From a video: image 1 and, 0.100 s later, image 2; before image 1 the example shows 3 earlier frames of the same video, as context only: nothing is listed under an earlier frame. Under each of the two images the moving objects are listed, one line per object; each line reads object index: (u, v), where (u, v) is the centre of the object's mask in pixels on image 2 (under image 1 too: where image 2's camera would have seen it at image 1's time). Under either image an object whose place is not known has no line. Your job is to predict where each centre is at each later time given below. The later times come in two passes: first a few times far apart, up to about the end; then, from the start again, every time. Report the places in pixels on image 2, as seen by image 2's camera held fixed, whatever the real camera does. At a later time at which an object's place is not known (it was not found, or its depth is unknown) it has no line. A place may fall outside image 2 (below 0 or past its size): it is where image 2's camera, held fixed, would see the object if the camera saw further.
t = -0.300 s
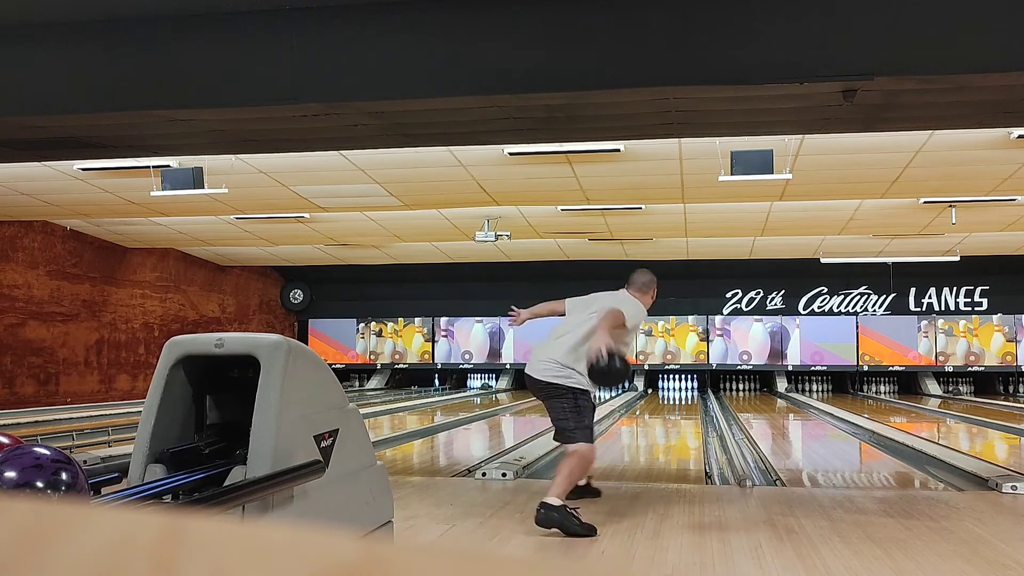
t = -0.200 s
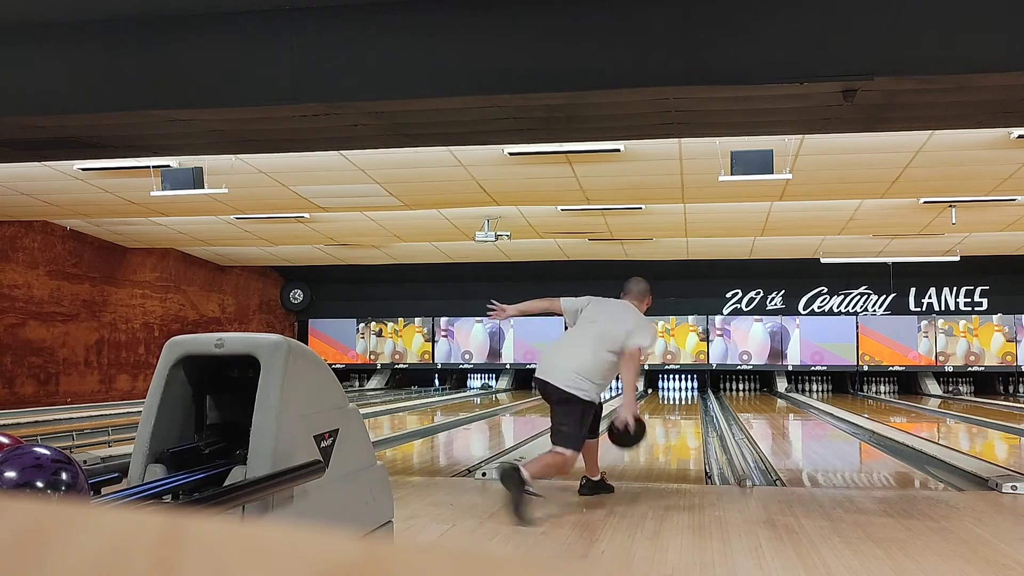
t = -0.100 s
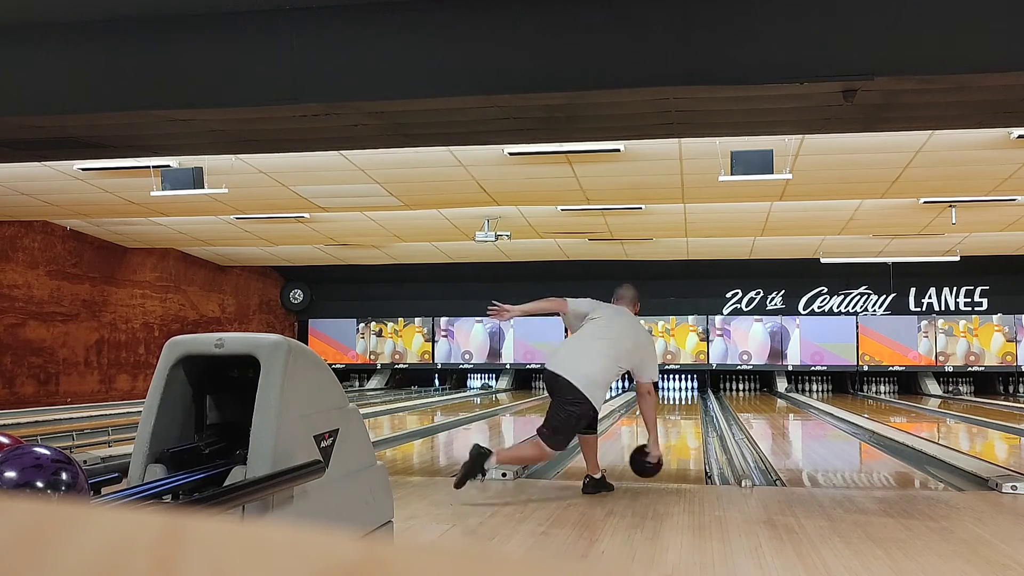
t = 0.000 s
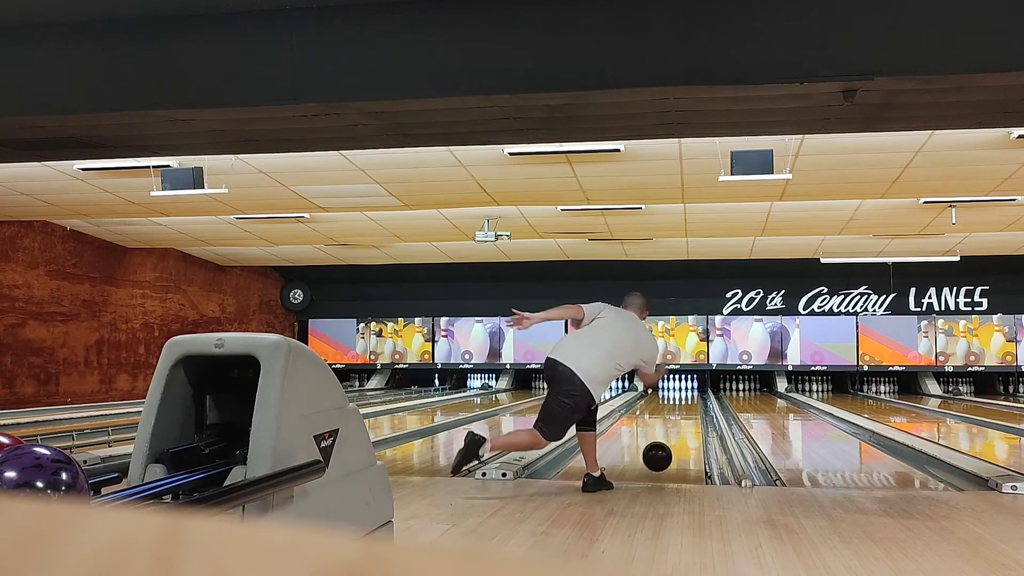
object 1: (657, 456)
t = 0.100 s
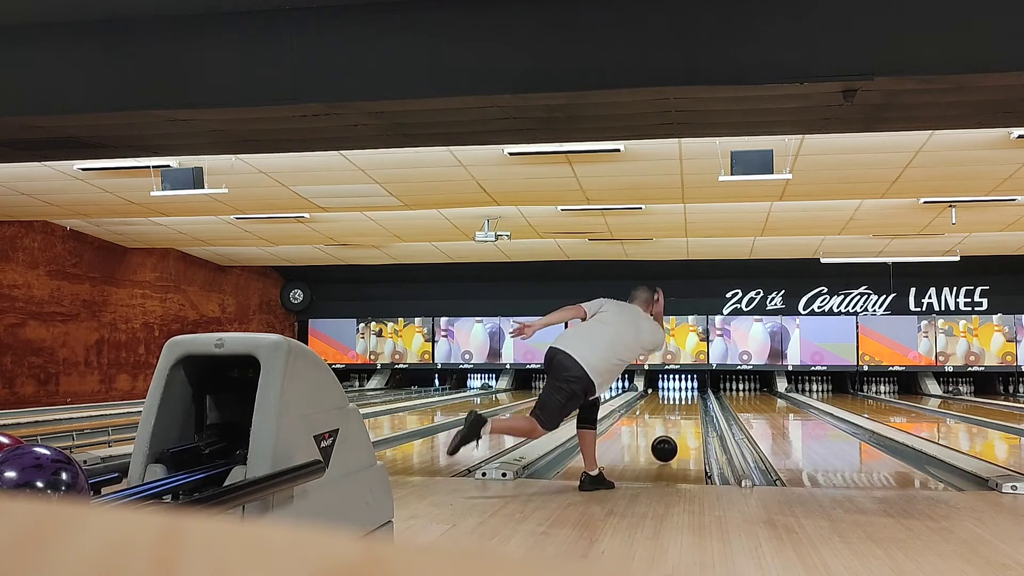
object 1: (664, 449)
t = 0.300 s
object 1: (674, 432)
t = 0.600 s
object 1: (683, 415)
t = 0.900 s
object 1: (688, 405)
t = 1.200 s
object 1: (689, 398)
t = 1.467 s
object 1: (689, 393)
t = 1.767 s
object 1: (686, 389)
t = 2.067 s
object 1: (681, 386)
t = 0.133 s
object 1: (666, 446)
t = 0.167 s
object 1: (668, 443)
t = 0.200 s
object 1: (670, 440)
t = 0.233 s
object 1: (671, 437)
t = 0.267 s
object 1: (673, 434)
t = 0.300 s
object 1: (674, 432)
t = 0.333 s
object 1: (675, 430)
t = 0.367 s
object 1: (677, 427)
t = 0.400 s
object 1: (678, 425)
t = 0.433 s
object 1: (679, 423)
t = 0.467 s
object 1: (680, 422)
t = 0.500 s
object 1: (681, 420)
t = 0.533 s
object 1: (682, 418)
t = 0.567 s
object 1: (682, 417)
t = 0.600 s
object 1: (683, 415)
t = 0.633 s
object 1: (684, 414)
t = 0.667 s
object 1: (684, 412)
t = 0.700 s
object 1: (685, 411)
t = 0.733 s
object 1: (686, 410)
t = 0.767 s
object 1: (686, 409)
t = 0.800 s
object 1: (686, 408)
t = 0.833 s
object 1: (687, 407)
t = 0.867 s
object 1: (687, 406)
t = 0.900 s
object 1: (688, 405)
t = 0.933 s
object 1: (688, 404)
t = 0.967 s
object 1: (688, 403)
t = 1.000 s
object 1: (688, 402)
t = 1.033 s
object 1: (688, 401)
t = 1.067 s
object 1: (689, 401)
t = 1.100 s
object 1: (689, 400)
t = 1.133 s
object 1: (689, 399)
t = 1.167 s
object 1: (689, 398)
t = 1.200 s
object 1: (689, 398)
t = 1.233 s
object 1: (689, 397)
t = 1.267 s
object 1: (689, 397)
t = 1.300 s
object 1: (689, 396)
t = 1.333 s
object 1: (689, 396)
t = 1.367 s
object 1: (689, 395)
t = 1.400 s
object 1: (689, 394)
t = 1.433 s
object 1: (689, 394)
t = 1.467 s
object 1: (689, 393)
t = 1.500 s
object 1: (689, 393)
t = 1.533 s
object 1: (689, 392)
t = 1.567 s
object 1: (688, 392)
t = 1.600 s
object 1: (688, 391)
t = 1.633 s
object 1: (687, 391)
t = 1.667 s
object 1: (687, 391)
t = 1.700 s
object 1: (687, 390)
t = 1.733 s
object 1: (686, 389)
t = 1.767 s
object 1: (686, 389)
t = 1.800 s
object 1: (685, 389)
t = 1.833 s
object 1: (685, 388)
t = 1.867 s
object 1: (685, 388)
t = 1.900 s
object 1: (684, 388)
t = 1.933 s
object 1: (684, 387)
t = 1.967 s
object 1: (683, 387)
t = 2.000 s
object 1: (683, 387)
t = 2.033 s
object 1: (682, 387)
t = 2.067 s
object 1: (681, 386)
